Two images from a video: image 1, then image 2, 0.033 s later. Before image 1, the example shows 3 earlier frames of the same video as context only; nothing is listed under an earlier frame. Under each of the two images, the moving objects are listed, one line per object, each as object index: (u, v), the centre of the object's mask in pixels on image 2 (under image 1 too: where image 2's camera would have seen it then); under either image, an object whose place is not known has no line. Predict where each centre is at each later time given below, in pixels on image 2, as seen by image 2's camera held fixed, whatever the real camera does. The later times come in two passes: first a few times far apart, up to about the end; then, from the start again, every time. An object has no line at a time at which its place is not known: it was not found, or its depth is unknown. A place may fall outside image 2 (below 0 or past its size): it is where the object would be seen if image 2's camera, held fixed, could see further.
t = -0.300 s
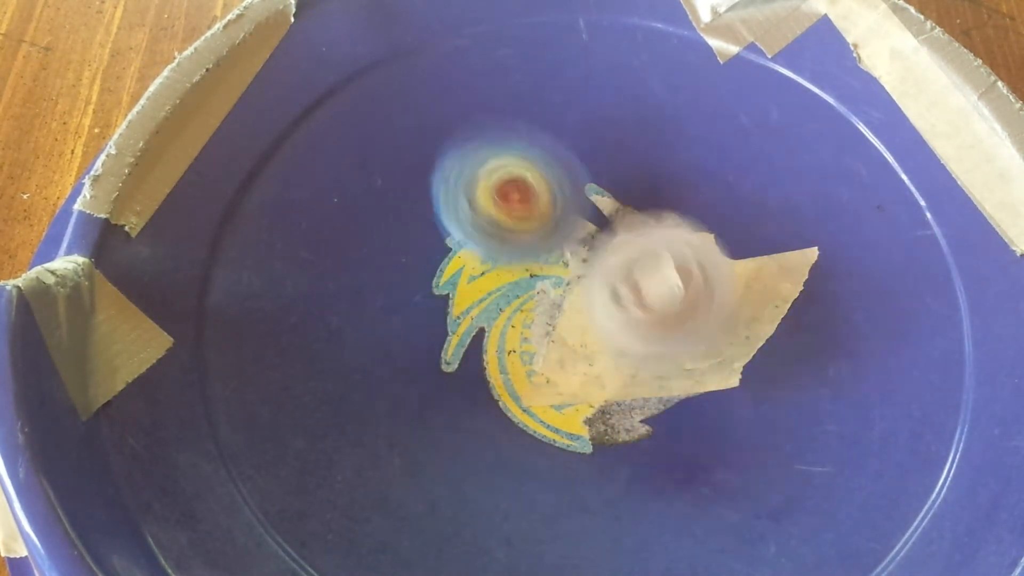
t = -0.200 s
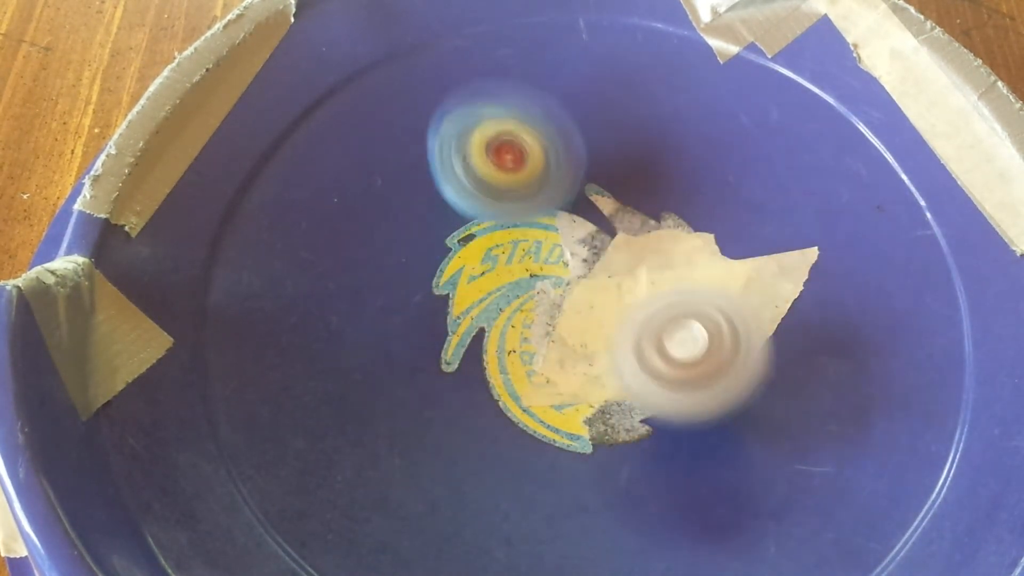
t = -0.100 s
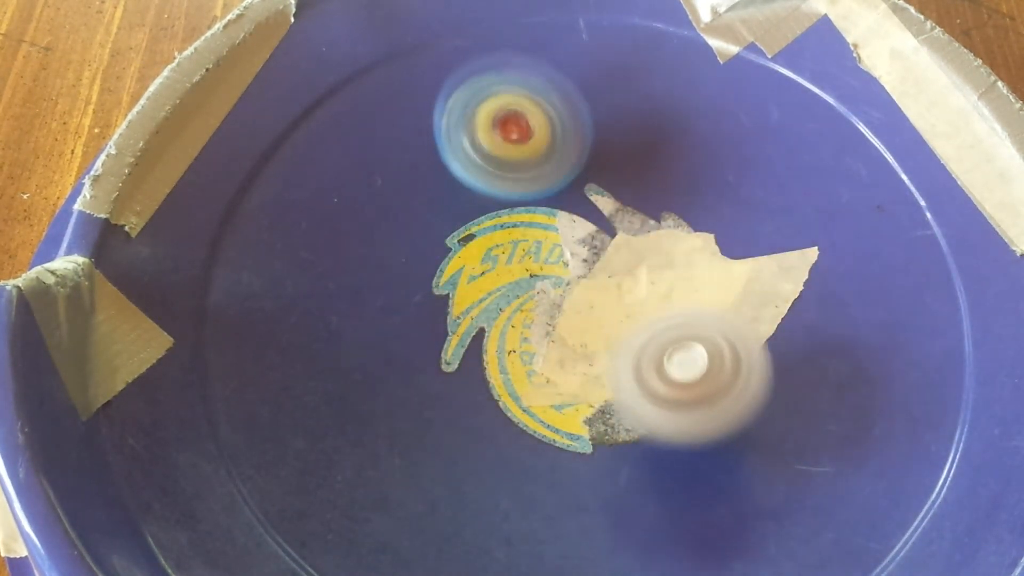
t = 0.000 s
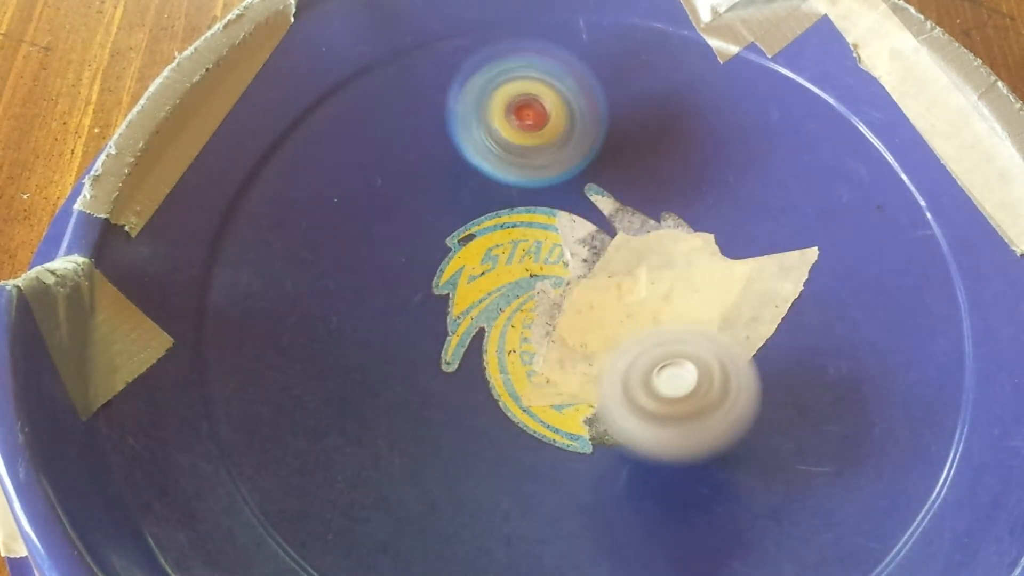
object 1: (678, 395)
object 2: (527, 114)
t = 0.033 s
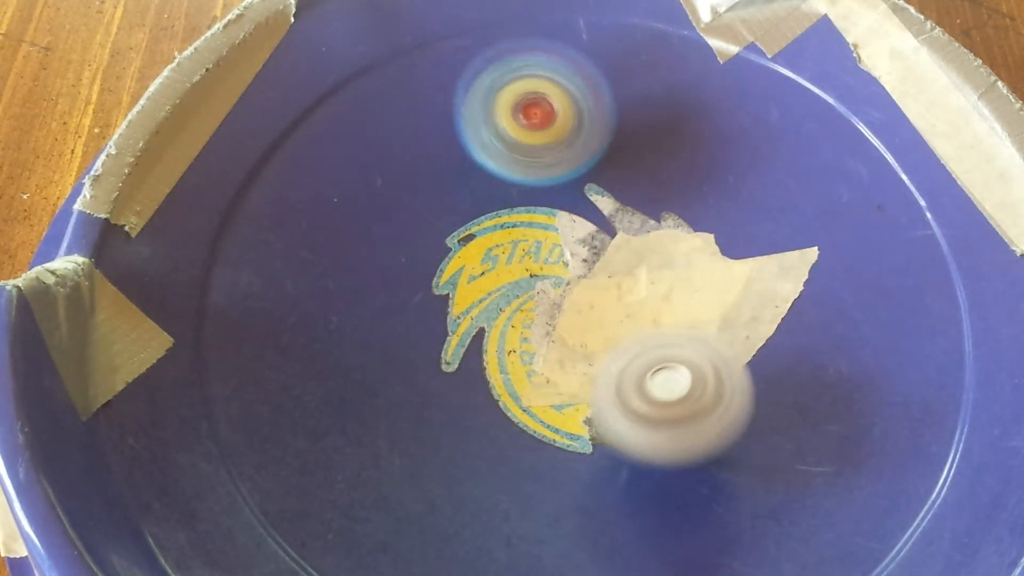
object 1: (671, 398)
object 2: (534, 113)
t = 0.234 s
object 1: (613, 398)
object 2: (581, 137)
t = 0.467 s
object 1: (543, 351)
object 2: (624, 217)
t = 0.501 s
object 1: (523, 345)
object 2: (638, 229)
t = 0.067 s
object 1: (664, 400)
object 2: (541, 113)
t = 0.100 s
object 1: (657, 400)
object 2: (547, 114)
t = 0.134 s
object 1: (646, 403)
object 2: (556, 119)
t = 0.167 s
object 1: (636, 402)
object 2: (565, 123)
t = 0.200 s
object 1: (624, 402)
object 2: (573, 129)
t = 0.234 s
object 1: (613, 398)
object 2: (581, 137)
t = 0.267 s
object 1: (604, 394)
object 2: (590, 145)
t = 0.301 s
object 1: (596, 390)
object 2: (599, 154)
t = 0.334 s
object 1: (582, 386)
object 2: (605, 166)
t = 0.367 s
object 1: (574, 377)
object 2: (610, 176)
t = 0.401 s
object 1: (565, 370)
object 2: (615, 189)
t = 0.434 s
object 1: (551, 360)
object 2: (621, 202)
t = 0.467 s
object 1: (543, 351)
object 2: (624, 217)
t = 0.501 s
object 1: (523, 345)
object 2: (638, 229)
